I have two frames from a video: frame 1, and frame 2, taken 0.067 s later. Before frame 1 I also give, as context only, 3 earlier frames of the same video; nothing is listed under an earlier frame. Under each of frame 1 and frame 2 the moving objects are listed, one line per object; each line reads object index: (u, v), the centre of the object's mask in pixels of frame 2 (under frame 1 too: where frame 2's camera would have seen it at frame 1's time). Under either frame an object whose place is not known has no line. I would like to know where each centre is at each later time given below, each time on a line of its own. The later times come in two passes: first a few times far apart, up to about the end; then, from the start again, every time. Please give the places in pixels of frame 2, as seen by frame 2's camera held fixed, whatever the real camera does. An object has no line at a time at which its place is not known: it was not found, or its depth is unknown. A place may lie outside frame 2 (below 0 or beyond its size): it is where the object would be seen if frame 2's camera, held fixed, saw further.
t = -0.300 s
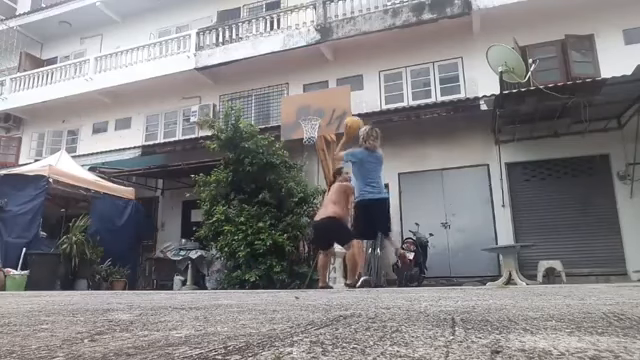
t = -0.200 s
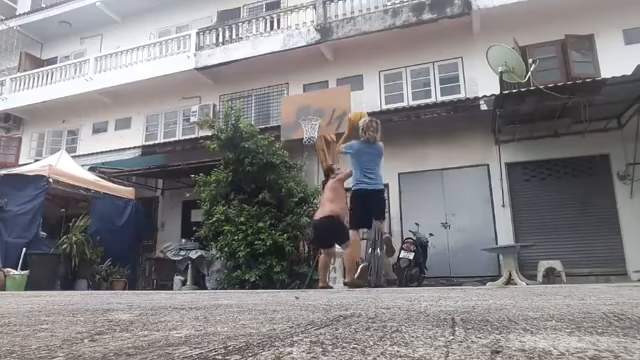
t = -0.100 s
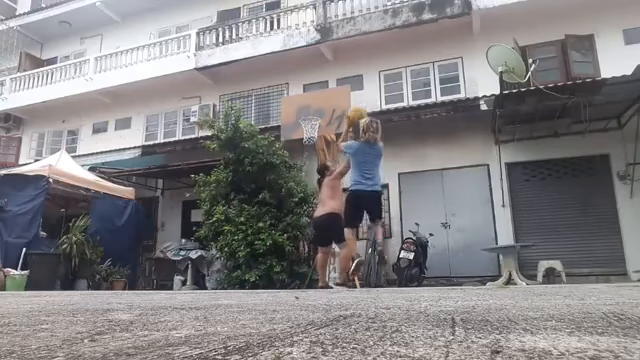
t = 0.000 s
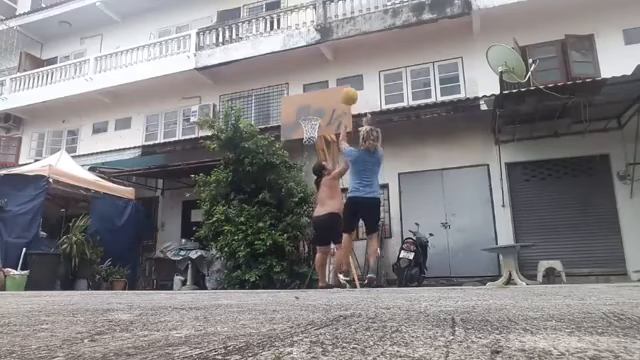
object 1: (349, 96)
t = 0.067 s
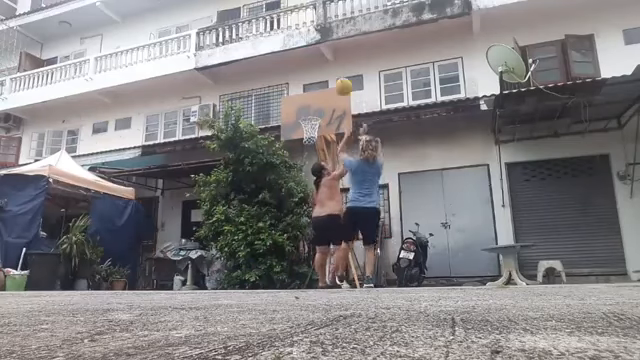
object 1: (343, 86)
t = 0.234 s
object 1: (332, 78)
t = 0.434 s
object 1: (320, 90)
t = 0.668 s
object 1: (307, 112)
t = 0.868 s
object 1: (298, 100)
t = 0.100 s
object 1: (341, 83)
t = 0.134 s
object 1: (338, 80)
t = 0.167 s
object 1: (336, 79)
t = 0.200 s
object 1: (335, 78)
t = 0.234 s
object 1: (332, 78)
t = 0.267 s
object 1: (331, 78)
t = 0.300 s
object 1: (328, 79)
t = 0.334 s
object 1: (326, 81)
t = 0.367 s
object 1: (324, 84)
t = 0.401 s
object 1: (322, 87)
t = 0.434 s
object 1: (320, 90)
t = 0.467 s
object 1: (319, 94)
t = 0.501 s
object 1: (317, 99)
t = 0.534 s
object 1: (316, 105)
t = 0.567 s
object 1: (314, 110)
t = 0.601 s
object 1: (312, 112)
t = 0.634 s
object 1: (310, 112)
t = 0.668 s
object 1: (307, 112)
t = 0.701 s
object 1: (305, 113)
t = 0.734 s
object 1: (304, 110)
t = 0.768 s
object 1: (303, 106)
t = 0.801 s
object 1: (301, 103)
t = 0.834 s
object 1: (299, 102)
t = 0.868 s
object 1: (298, 100)
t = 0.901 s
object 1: (297, 99)
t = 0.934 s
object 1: (295, 99)
